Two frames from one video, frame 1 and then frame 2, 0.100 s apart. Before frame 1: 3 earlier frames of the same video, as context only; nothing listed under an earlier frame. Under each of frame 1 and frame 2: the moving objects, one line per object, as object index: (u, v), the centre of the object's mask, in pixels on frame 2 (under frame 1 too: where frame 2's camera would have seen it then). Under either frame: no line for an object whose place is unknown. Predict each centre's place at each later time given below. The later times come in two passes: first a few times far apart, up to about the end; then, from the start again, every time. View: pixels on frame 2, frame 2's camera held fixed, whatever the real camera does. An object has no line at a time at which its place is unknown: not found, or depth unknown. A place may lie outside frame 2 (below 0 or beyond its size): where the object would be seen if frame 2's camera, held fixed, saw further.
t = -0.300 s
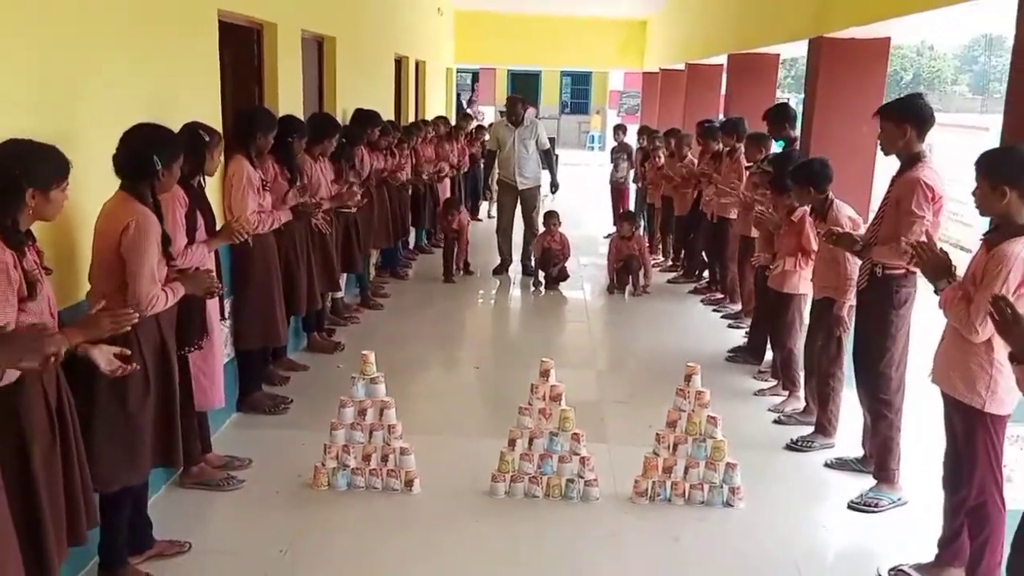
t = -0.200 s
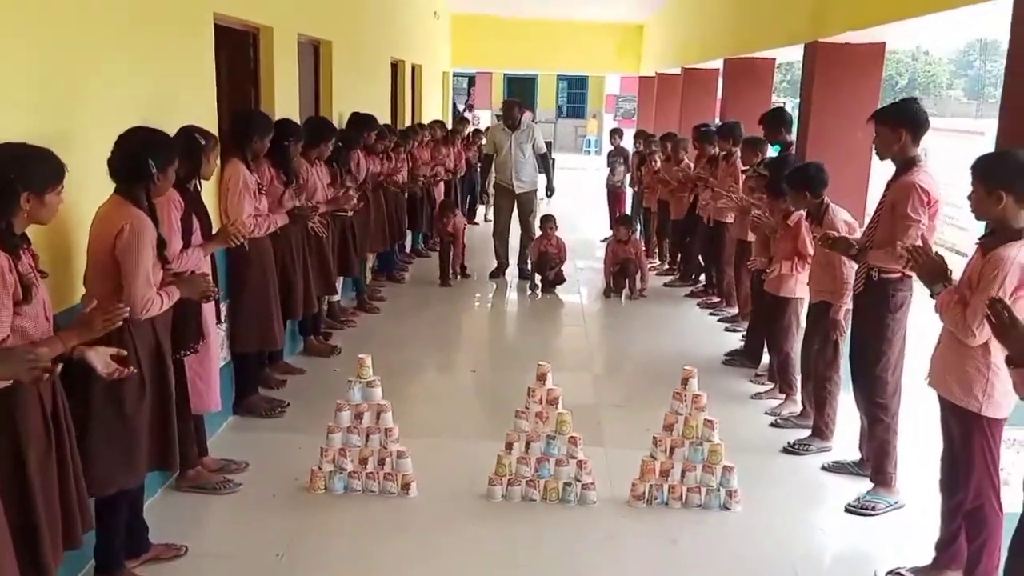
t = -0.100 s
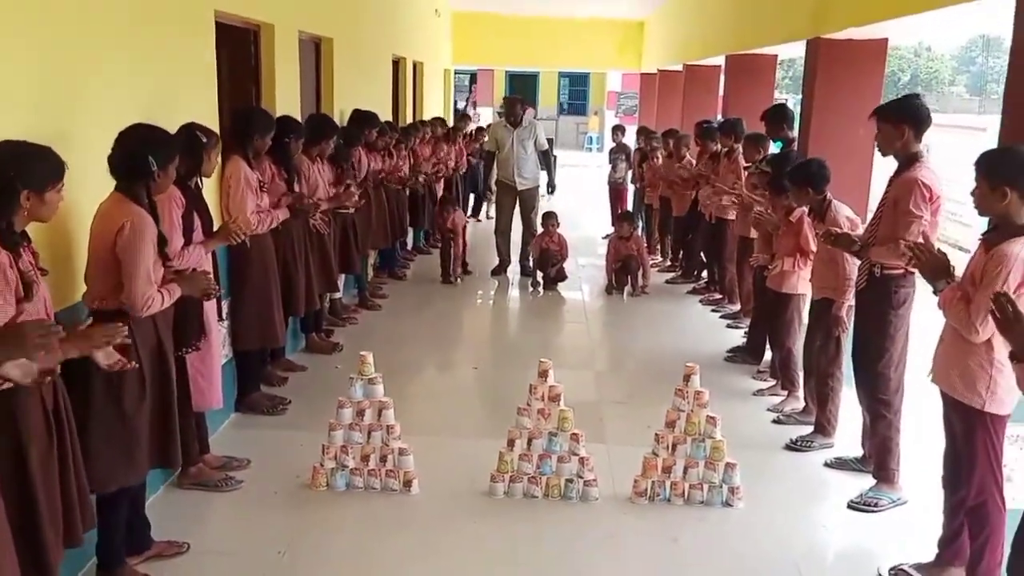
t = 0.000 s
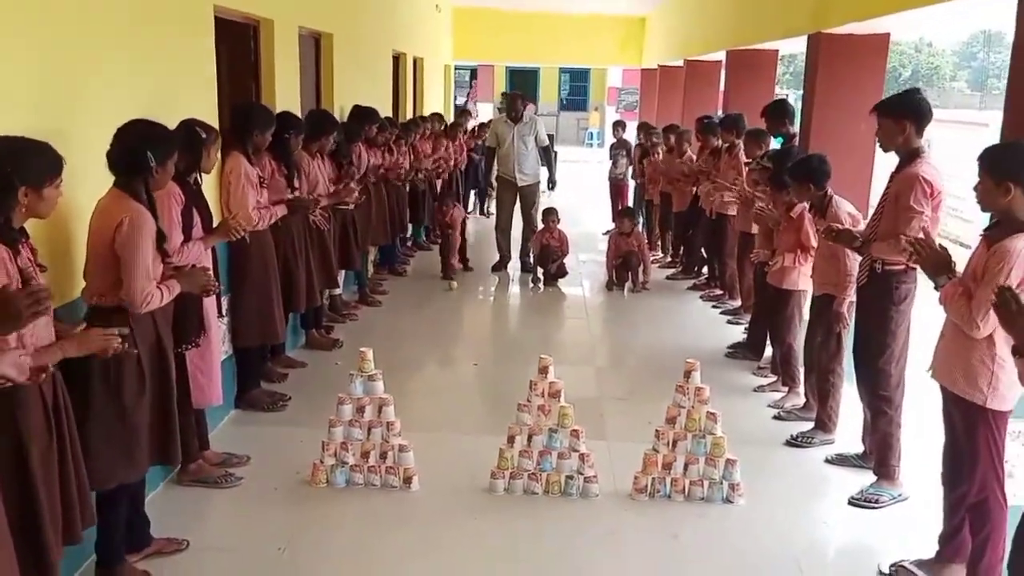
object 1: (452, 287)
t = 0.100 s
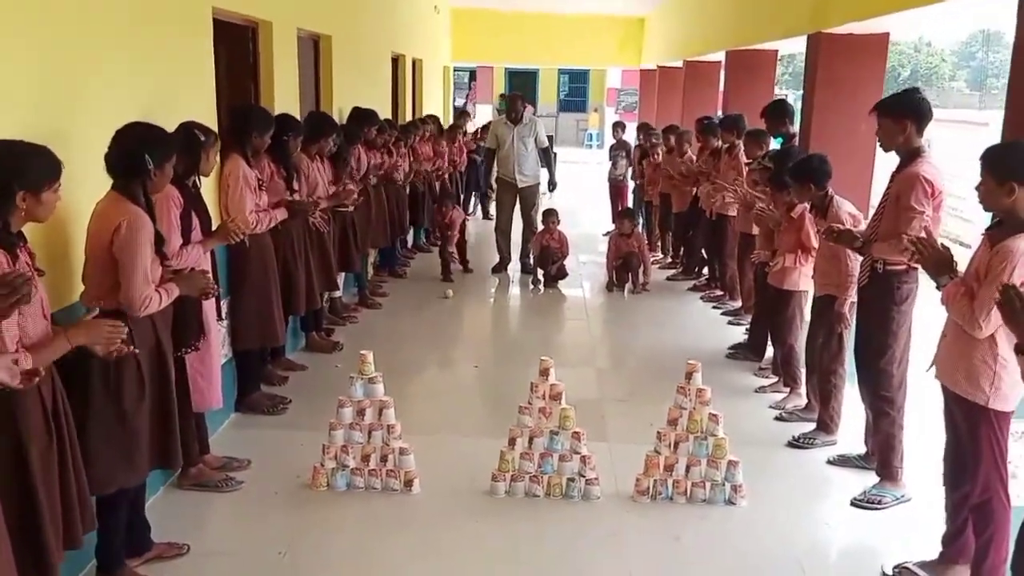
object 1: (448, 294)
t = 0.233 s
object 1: (441, 302)
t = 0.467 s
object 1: (428, 315)
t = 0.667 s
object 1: (416, 333)
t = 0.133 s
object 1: (446, 295)
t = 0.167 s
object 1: (444, 298)
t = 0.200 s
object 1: (443, 299)
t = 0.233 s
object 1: (441, 302)
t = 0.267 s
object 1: (439, 303)
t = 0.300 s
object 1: (437, 305)
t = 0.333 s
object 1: (435, 308)
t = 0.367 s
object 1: (433, 310)
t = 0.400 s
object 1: (431, 311)
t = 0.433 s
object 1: (429, 314)
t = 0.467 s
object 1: (428, 315)
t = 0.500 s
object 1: (427, 317)
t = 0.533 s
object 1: (426, 318)
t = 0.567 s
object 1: (422, 325)
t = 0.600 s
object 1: (420, 328)
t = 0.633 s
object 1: (418, 330)
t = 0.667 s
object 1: (416, 333)
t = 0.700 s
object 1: (414, 336)
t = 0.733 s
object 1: (412, 339)
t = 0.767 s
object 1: (410, 341)
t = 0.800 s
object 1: (408, 344)
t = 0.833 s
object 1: (406, 348)
